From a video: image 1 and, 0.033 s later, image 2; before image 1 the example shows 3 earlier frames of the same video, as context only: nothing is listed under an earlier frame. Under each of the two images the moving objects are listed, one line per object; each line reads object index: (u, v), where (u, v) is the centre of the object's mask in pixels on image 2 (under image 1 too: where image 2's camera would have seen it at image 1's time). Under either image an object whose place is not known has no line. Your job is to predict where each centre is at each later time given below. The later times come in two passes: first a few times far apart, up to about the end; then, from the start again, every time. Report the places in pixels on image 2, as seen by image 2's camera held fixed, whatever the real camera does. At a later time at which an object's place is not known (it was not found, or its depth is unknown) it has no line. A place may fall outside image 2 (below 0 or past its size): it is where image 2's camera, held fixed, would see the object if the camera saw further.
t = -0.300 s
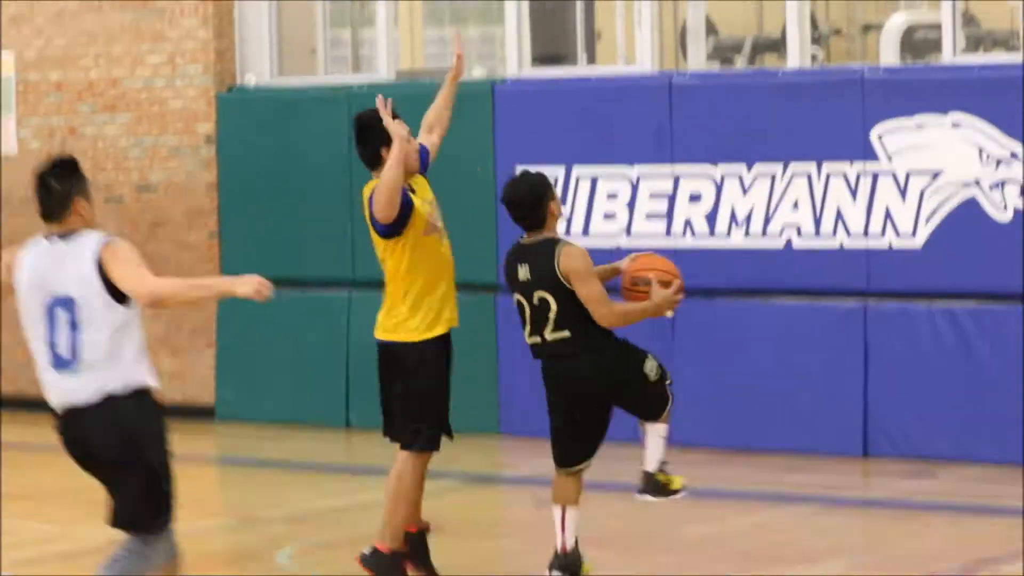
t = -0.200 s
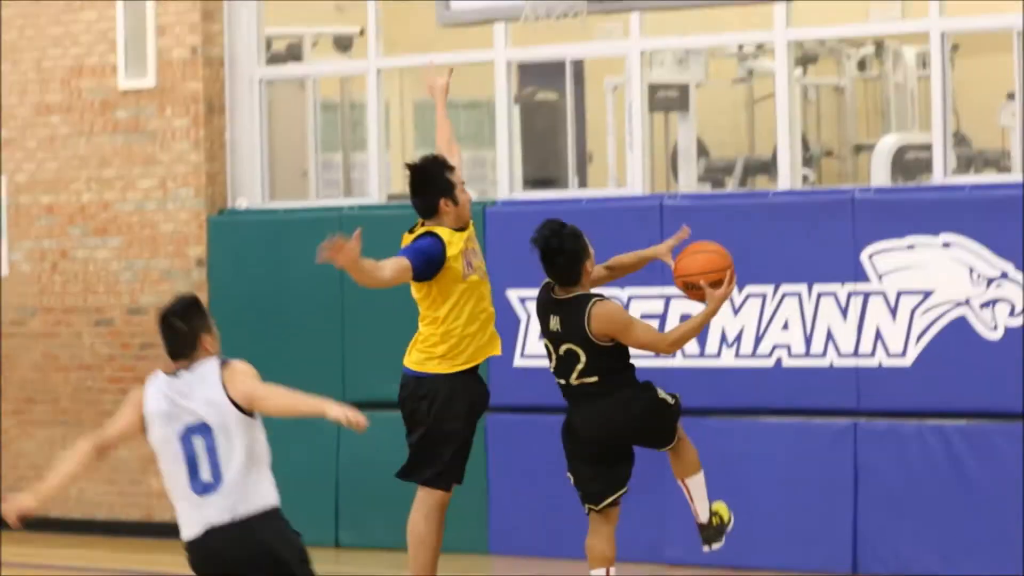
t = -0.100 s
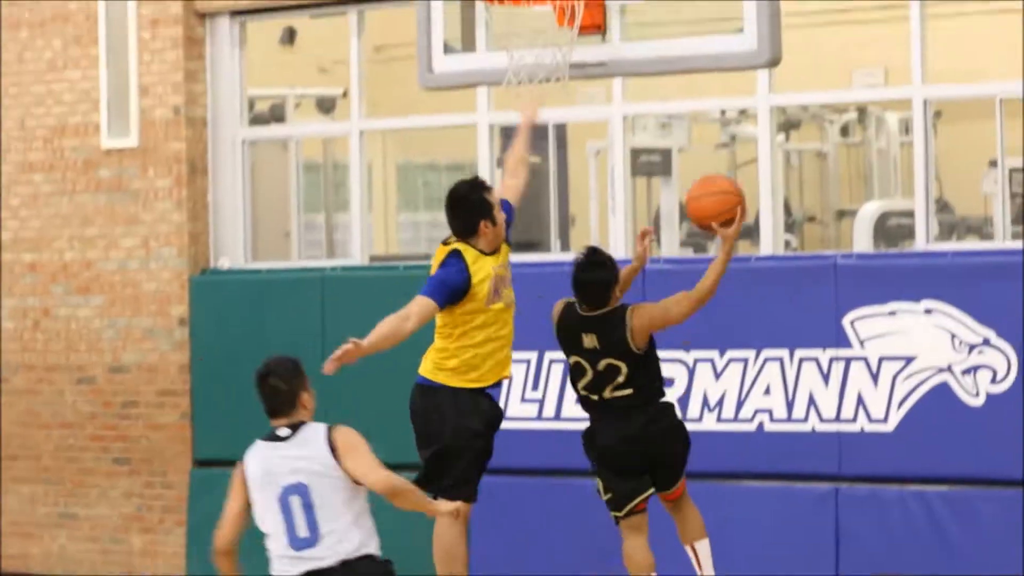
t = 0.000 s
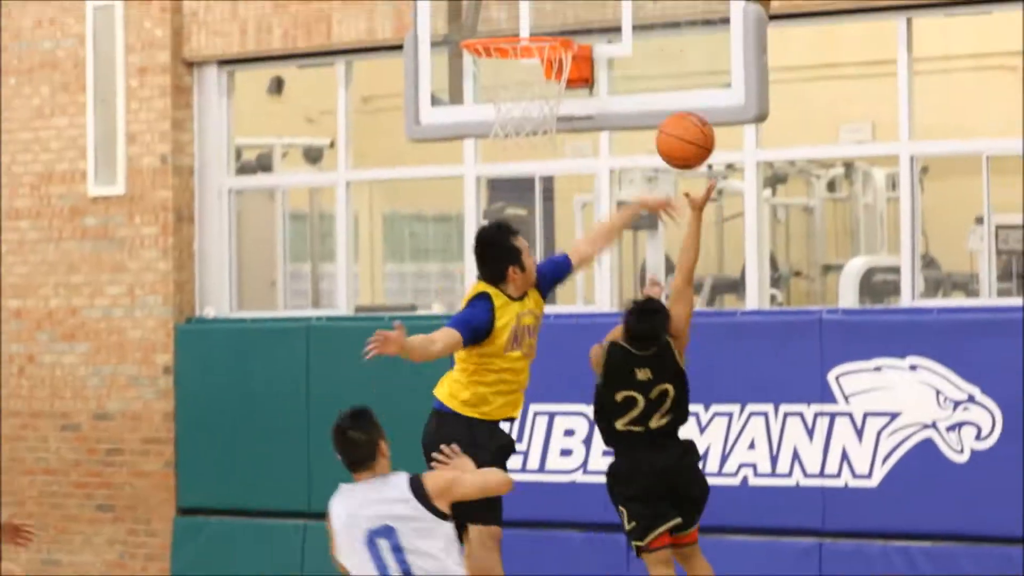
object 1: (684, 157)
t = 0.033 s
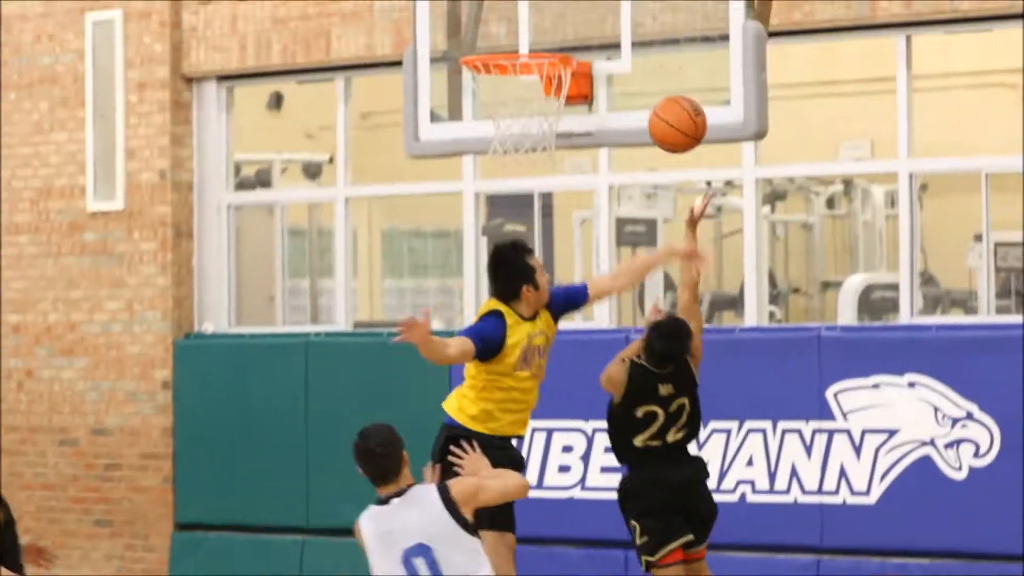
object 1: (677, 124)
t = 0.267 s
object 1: (633, -23)
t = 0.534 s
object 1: (542, -14)
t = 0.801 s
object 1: (522, 134)
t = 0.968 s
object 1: (562, 275)
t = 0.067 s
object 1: (671, 94)
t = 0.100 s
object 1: (665, 67)
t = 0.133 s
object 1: (658, 44)
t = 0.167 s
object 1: (653, 23)
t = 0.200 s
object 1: (646, 5)
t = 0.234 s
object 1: (639, -10)
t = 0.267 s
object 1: (633, -23)
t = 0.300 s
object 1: (626, -29)
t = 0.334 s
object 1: (614, -31)
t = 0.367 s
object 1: (602, -32)
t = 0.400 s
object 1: (591, -32)
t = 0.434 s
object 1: (578, -32)
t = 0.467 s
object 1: (566, -29)
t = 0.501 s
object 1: (554, -23)
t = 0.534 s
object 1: (542, -14)
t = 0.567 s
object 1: (531, 0)
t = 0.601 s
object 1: (519, 15)
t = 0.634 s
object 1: (506, 31)
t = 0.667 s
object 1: (494, 53)
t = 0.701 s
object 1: (494, 73)
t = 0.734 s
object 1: (503, 89)
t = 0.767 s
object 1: (512, 110)
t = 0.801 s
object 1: (522, 134)
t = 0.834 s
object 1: (529, 158)
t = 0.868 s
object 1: (537, 182)
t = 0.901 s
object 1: (545, 211)
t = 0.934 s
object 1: (552, 241)
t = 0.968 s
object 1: (562, 275)
